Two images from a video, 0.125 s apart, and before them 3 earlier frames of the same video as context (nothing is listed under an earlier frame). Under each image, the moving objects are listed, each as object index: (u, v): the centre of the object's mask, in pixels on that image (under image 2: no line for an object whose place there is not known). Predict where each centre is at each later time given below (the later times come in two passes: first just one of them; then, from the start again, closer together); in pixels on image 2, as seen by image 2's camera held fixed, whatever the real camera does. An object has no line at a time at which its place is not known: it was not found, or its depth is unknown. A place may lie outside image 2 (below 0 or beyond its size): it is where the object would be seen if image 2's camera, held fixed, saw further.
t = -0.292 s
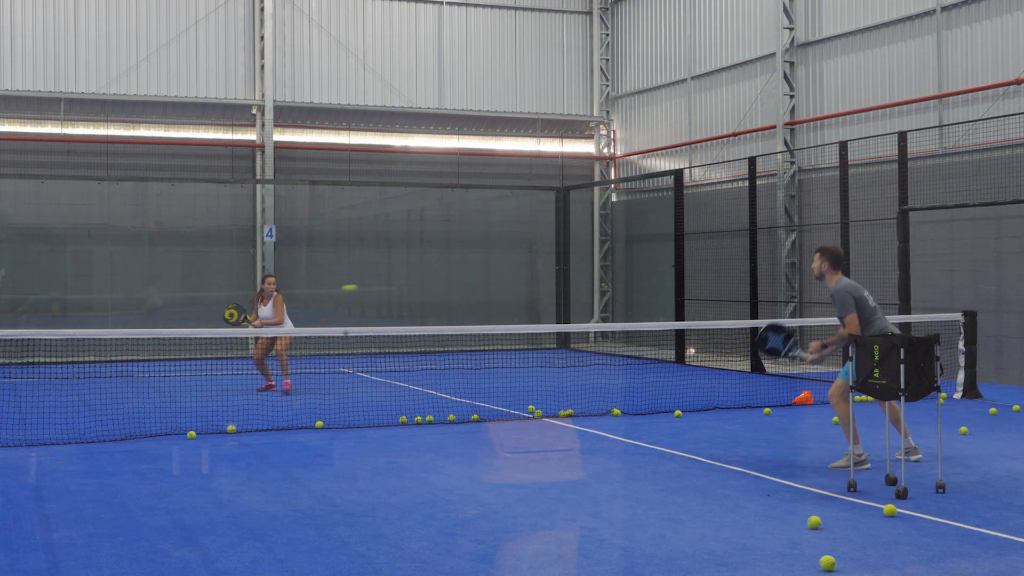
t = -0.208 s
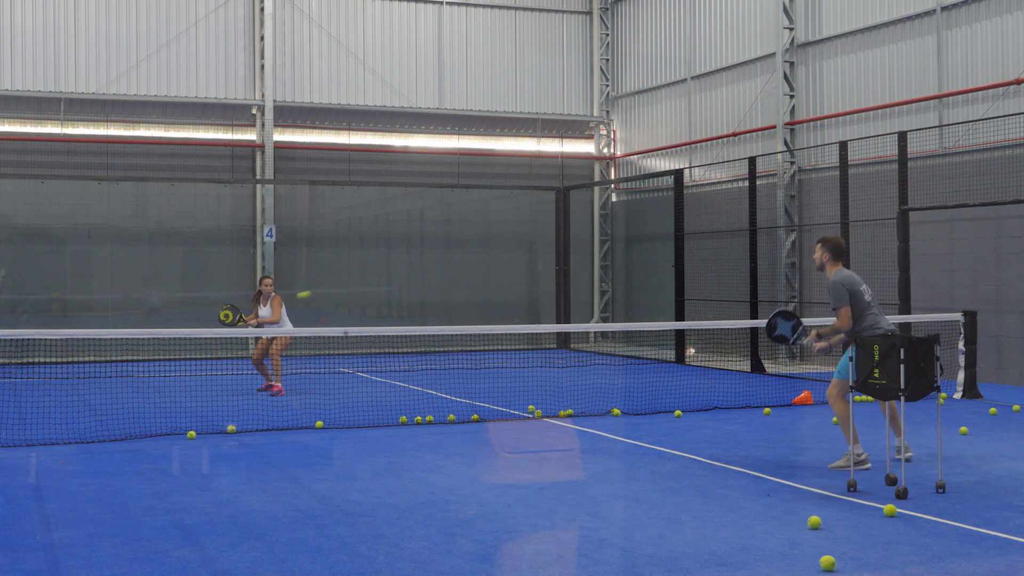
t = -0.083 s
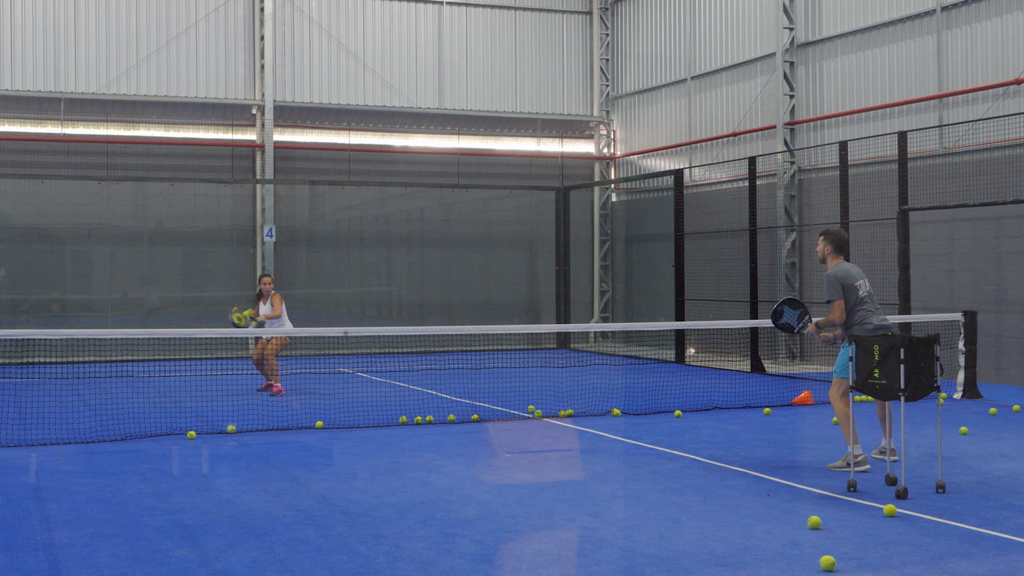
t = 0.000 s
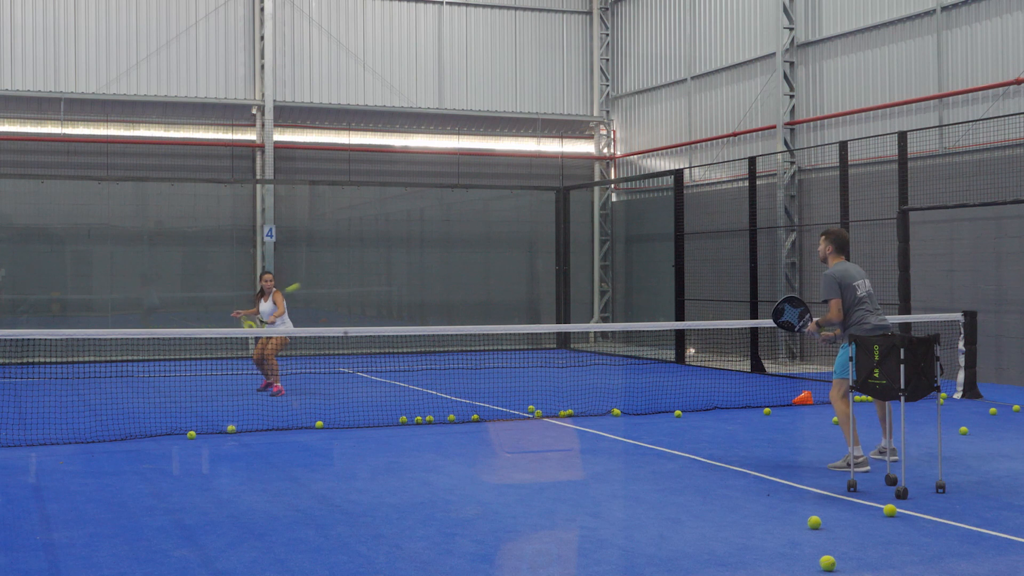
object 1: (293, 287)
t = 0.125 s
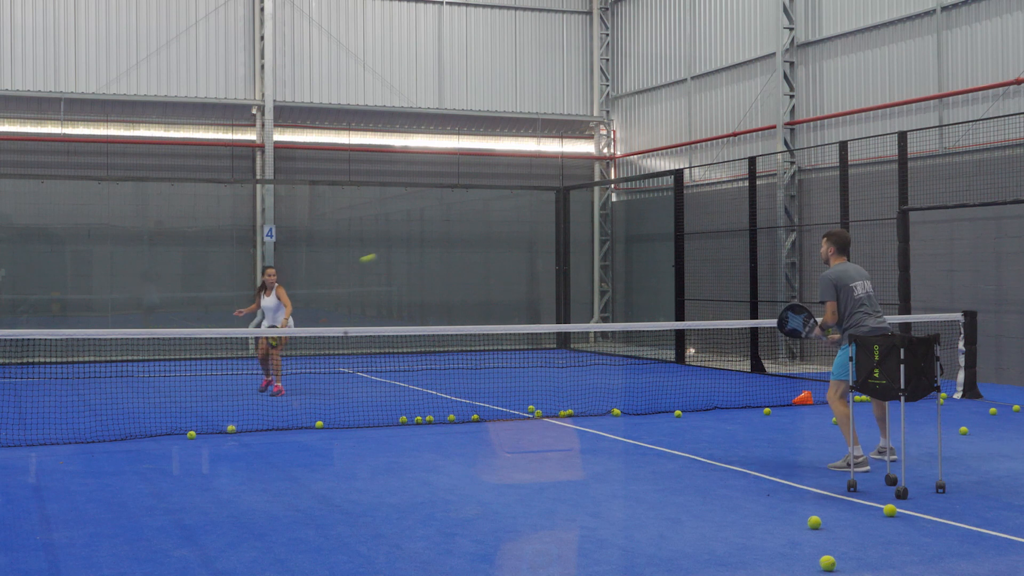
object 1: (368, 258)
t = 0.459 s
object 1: (613, 248)
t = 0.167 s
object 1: (395, 251)
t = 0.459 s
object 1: (613, 248)
